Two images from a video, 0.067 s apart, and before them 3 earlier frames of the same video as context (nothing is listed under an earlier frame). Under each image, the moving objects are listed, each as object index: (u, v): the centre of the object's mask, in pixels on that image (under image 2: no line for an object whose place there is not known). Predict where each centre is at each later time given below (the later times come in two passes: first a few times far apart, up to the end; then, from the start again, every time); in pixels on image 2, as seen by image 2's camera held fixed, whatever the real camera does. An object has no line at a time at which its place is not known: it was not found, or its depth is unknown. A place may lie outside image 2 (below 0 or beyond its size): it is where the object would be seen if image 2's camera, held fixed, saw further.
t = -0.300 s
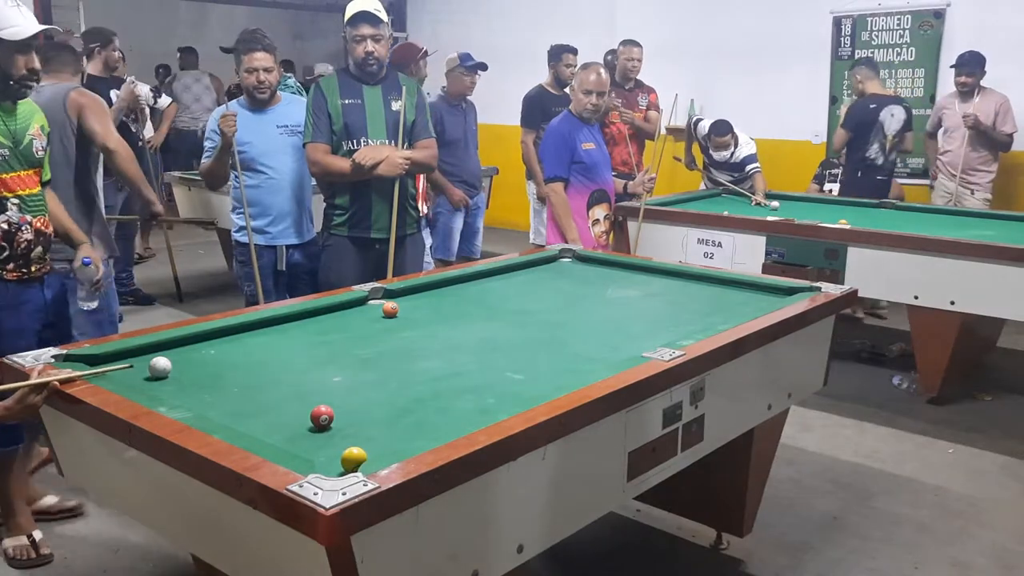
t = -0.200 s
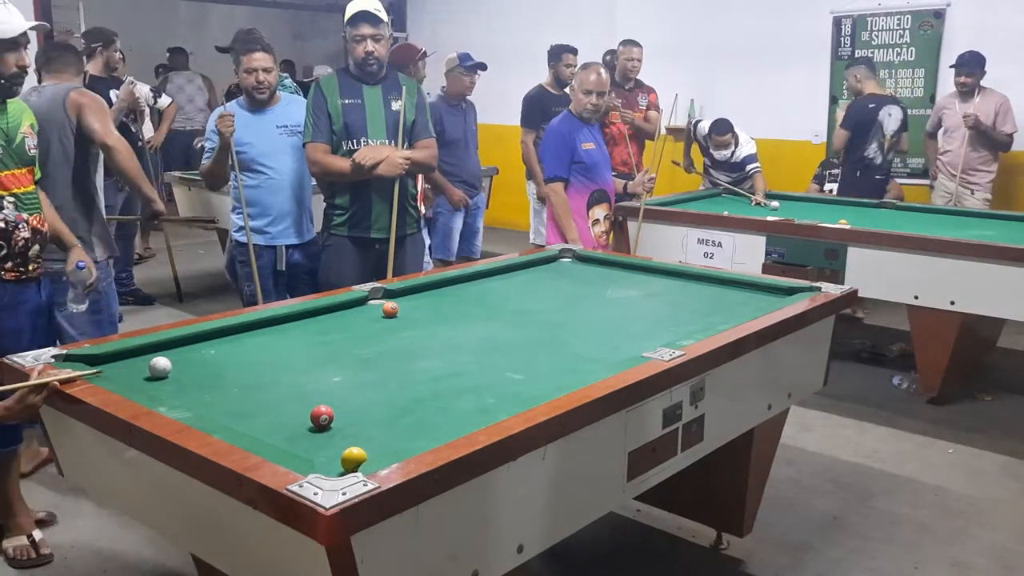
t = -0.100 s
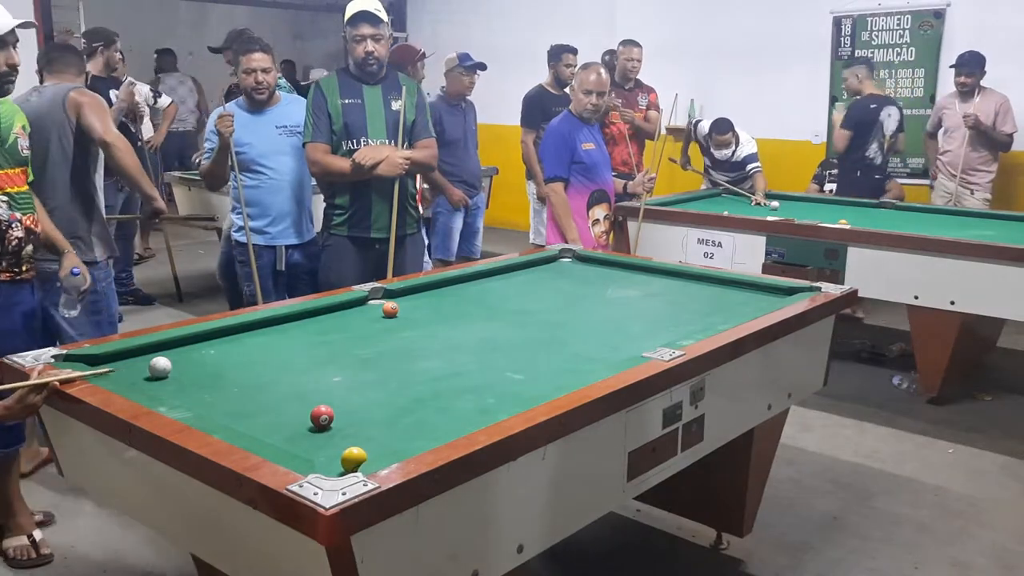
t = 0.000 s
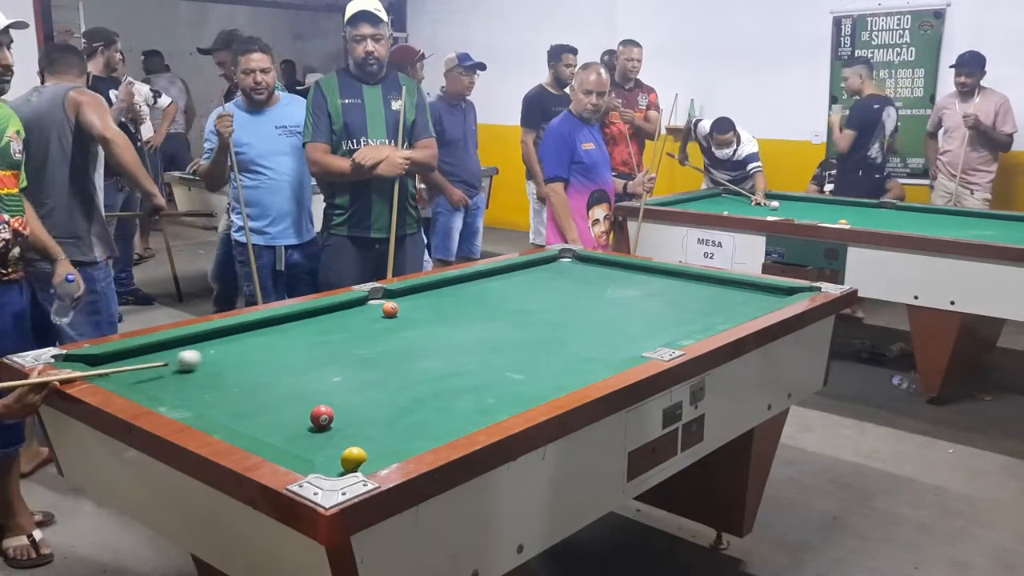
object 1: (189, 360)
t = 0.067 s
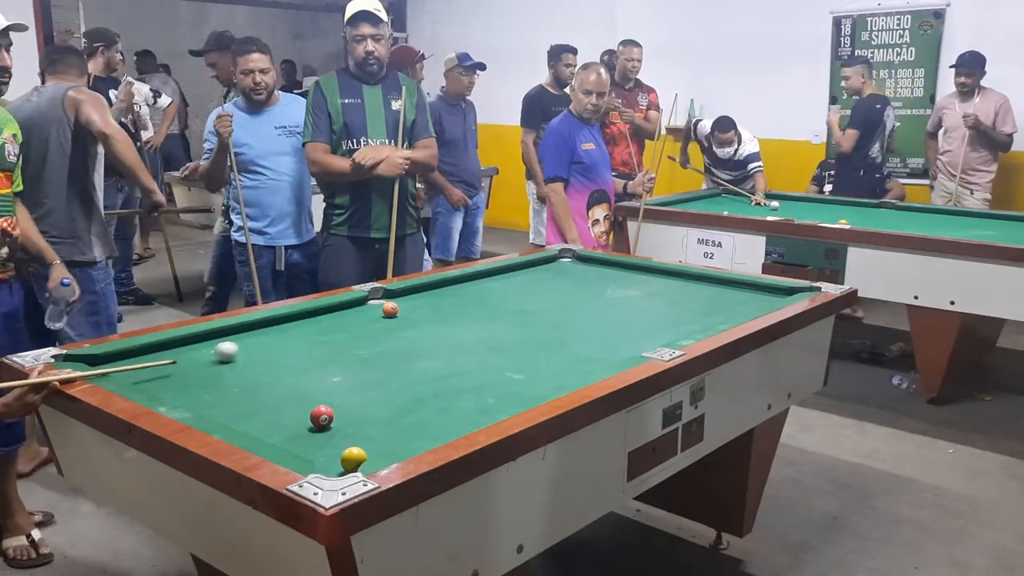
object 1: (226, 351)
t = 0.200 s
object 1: (294, 335)
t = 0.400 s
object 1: (380, 315)
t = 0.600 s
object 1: (460, 304)
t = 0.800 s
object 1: (530, 295)
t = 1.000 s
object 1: (592, 288)
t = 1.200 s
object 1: (650, 280)
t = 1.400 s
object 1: (688, 277)
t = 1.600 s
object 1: (681, 287)
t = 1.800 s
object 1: (673, 297)
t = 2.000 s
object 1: (665, 308)
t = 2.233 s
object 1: (655, 321)
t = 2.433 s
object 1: (646, 333)
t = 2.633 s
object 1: (637, 346)
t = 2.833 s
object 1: (623, 354)
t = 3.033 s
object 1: (596, 358)
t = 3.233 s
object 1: (570, 357)
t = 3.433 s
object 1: (545, 355)
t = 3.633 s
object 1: (523, 354)
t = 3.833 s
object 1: (502, 353)
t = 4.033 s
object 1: (483, 352)
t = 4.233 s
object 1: (465, 351)
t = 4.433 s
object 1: (450, 351)
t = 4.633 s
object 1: (436, 350)
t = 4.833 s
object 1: (423, 349)
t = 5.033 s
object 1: (413, 349)
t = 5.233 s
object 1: (404, 349)
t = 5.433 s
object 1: (397, 348)
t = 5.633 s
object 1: (392, 348)
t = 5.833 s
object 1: (388, 348)
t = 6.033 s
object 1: (386, 348)
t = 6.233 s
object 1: (385, 348)
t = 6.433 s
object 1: (385, 348)
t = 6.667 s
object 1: (384, 349)
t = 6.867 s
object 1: (385, 348)
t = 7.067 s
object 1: (385, 348)
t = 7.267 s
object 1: (385, 348)
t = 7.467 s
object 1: (385, 348)
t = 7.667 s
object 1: (385, 348)
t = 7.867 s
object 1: (385, 348)
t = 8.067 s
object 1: (385, 348)
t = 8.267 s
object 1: (385, 348)
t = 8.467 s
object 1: (385, 348)
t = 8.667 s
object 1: (385, 348)
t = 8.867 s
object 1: (385, 348)
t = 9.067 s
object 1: (385, 348)
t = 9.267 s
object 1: (385, 348)
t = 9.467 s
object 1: (385, 348)
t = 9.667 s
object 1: (385, 348)
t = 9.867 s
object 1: (385, 348)
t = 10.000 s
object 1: (385, 348)
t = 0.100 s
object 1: (243, 347)
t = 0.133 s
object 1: (261, 343)
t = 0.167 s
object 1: (278, 339)
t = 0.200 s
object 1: (294, 335)
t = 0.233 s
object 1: (310, 332)
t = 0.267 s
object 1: (325, 328)
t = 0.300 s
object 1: (340, 325)
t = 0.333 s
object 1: (354, 322)
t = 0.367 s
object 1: (368, 318)
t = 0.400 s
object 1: (380, 315)
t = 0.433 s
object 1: (394, 312)
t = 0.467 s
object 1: (408, 311)
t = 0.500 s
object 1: (421, 309)
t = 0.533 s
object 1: (434, 308)
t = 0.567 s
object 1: (447, 306)
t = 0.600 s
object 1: (460, 304)
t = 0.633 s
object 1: (472, 303)
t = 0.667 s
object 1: (483, 301)
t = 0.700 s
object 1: (495, 300)
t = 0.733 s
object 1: (507, 298)
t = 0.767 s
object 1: (518, 296)
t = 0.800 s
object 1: (530, 295)
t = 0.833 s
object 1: (540, 294)
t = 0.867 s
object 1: (551, 292)
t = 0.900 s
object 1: (562, 291)
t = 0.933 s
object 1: (572, 290)
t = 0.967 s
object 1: (582, 289)
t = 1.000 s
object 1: (592, 288)
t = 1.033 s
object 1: (603, 286)
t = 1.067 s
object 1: (612, 285)
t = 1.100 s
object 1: (622, 283)
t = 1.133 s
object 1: (632, 282)
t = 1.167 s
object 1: (641, 281)
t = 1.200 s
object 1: (650, 280)
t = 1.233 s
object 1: (659, 279)
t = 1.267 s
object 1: (669, 277)
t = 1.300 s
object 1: (678, 276)
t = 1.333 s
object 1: (686, 275)
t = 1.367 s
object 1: (690, 275)
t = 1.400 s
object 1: (688, 277)
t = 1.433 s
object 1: (686, 279)
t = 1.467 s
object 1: (685, 280)
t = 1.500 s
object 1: (684, 282)
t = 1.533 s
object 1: (683, 284)
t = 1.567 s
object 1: (682, 286)
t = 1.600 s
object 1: (681, 287)
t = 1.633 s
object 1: (679, 289)
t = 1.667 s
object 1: (678, 290)
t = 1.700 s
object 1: (677, 292)
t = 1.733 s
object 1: (675, 294)
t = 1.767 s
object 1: (674, 295)
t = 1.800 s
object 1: (673, 297)
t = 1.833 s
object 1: (672, 299)
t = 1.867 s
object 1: (670, 300)
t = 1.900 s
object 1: (669, 303)
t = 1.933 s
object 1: (668, 304)
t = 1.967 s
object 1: (666, 306)
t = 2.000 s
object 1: (665, 308)
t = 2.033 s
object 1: (664, 309)
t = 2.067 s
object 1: (662, 311)
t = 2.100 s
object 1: (661, 313)
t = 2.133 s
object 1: (660, 315)
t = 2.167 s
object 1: (658, 317)
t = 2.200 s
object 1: (657, 319)
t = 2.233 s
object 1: (655, 321)
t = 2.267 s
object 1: (654, 323)
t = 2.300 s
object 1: (652, 325)
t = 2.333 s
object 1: (651, 327)
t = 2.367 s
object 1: (650, 329)
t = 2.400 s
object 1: (648, 331)
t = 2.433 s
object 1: (646, 333)
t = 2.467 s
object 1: (645, 336)
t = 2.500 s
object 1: (643, 338)
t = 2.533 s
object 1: (642, 340)
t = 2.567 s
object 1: (640, 342)
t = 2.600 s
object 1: (638, 344)
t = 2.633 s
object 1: (637, 346)
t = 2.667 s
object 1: (635, 347)
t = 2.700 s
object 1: (633, 349)
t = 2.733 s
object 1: (631, 350)
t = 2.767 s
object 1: (629, 351)
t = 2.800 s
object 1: (628, 353)
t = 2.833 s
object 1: (623, 354)
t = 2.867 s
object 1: (618, 354)
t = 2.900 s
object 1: (613, 356)
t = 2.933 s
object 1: (609, 356)
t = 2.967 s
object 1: (604, 357)
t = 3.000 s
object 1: (600, 357)
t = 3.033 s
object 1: (596, 358)
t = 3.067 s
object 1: (591, 357)
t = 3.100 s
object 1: (587, 357)
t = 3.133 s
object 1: (582, 357)
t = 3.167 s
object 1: (578, 357)
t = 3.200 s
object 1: (574, 357)
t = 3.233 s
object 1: (570, 357)
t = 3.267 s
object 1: (565, 356)
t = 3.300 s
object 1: (561, 356)
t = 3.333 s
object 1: (557, 356)
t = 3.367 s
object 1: (553, 356)
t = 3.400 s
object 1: (549, 356)
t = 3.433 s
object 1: (545, 355)
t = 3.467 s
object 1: (541, 355)
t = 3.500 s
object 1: (538, 355)
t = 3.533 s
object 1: (534, 355)
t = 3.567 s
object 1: (530, 355)
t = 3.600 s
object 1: (526, 355)
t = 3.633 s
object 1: (523, 354)
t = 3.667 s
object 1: (519, 354)
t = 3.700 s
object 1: (515, 354)
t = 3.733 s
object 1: (512, 354)
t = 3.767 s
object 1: (508, 354)
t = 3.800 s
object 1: (505, 353)
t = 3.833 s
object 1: (502, 353)
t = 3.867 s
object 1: (499, 352)
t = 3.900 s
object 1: (496, 352)
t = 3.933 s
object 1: (493, 352)
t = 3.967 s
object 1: (489, 352)
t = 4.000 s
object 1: (486, 352)
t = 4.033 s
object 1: (483, 352)
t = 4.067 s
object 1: (479, 352)
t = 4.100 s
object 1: (476, 352)
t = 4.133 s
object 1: (474, 352)
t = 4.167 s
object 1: (471, 352)
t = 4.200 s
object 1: (468, 351)
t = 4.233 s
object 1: (465, 351)
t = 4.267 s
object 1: (462, 351)
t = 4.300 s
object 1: (460, 351)
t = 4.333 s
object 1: (457, 351)
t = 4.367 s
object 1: (454, 351)
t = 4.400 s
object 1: (452, 351)
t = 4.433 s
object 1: (450, 351)
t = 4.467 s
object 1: (447, 351)
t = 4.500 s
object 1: (445, 350)
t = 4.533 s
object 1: (442, 350)
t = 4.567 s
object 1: (440, 350)
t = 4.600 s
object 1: (438, 350)
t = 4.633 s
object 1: (436, 350)
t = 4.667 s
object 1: (433, 350)
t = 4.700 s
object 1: (432, 350)
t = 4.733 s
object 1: (429, 350)
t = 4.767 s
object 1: (427, 350)
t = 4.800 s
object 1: (425, 350)
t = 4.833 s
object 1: (423, 349)
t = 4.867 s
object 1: (421, 349)
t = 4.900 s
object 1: (420, 349)
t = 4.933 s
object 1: (418, 349)
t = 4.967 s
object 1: (417, 349)
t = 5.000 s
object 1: (415, 349)
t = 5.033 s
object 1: (413, 349)
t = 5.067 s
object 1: (412, 349)
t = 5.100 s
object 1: (410, 349)
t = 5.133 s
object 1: (409, 349)
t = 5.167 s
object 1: (407, 349)
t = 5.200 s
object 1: (406, 349)
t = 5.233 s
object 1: (404, 349)
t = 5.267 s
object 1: (403, 349)
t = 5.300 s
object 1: (402, 349)
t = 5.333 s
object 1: (400, 349)
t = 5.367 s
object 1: (399, 349)
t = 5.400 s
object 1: (398, 349)
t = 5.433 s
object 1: (397, 348)
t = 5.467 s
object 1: (396, 349)
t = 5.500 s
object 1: (395, 349)
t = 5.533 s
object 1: (394, 348)
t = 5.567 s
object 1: (393, 348)
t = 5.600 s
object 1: (392, 348)
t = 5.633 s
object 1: (392, 348)
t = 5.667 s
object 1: (391, 348)
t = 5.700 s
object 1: (390, 348)
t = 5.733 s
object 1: (390, 348)
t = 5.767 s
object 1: (389, 348)
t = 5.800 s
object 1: (388, 348)
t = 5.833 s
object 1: (388, 348)
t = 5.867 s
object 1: (387, 348)
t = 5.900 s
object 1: (387, 348)
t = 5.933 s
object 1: (387, 348)
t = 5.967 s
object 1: (386, 348)
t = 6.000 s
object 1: (386, 348)
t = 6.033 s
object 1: (386, 348)
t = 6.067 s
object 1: (386, 348)
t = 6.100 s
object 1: (386, 348)
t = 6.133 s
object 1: (385, 348)
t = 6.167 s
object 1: (385, 348)
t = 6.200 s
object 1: (385, 348)
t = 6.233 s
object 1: (385, 348)
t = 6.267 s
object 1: (385, 348)
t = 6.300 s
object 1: (385, 348)
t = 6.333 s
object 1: (385, 348)
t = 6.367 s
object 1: (385, 348)
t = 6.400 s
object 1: (385, 348)
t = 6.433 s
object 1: (385, 348)
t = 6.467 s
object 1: (385, 348)
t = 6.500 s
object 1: (385, 348)
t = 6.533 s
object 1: (385, 348)
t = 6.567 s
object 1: (385, 348)
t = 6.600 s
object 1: (385, 348)
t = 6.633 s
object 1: (384, 349)
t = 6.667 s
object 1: (384, 349)
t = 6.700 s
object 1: (385, 348)
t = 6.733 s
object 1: (385, 348)
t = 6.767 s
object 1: (385, 348)
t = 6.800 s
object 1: (385, 347)
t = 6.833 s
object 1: (385, 348)
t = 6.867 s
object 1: (385, 348)
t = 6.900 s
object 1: (385, 348)
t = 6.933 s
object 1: (385, 348)
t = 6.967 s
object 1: (385, 349)
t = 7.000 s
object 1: (385, 348)
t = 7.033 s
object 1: (385, 348)
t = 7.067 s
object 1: (385, 348)
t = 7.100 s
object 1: (385, 348)
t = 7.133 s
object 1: (385, 348)
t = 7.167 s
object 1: (385, 348)
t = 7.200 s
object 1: (385, 348)
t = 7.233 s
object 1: (385, 348)
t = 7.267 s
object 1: (385, 348)
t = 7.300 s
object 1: (385, 348)
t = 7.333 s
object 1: (385, 348)
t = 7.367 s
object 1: (385, 348)
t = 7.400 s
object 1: (385, 348)
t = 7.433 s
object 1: (385, 348)
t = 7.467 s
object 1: (385, 348)
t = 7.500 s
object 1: (385, 348)
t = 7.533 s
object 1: (385, 348)
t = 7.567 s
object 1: (385, 349)
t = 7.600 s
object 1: (385, 348)
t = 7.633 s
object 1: (385, 348)
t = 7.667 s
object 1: (385, 348)
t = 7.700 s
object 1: (385, 348)
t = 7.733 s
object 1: (385, 348)
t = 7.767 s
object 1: (385, 348)
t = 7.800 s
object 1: (385, 348)
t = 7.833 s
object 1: (385, 348)
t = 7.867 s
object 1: (385, 348)
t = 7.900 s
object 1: (385, 348)
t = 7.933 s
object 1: (385, 348)
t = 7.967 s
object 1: (385, 348)
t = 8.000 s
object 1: (385, 348)
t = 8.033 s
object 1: (385, 348)
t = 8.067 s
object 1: (385, 348)
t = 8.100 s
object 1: (385, 348)
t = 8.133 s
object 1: (385, 348)
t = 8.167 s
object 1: (385, 348)
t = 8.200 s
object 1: (385, 348)
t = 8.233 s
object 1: (385, 348)
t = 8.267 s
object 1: (385, 348)
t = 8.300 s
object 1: (385, 349)
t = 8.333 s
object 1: (385, 348)
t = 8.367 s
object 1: (385, 348)
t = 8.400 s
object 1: (385, 348)
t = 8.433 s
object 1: (385, 348)
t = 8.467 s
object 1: (385, 348)
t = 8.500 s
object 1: (385, 348)
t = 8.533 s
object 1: (385, 348)
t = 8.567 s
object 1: (385, 348)
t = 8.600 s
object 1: (385, 348)
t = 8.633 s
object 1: (385, 348)
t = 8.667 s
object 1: (385, 348)
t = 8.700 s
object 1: (385, 348)
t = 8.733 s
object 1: (385, 349)
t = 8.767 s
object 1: (385, 348)
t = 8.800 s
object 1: (385, 348)
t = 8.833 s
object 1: (385, 348)
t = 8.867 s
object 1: (385, 348)
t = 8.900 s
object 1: (385, 348)
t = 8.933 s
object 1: (385, 348)
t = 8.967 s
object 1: (385, 348)
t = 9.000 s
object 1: (385, 348)
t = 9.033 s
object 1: (385, 348)
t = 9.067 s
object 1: (385, 348)
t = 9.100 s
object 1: (385, 348)
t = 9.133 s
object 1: (385, 348)
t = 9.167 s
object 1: (385, 348)
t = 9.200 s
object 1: (385, 348)
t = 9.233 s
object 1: (385, 348)
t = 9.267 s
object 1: (385, 348)
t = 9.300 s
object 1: (385, 348)
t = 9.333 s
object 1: (385, 348)
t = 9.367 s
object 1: (385, 348)
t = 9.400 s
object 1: (385, 348)
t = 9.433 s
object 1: (385, 348)
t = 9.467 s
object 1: (385, 348)
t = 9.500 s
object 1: (385, 348)
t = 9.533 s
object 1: (385, 348)
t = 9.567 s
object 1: (385, 348)
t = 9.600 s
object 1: (385, 348)
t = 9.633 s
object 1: (385, 348)
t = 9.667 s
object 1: (385, 348)
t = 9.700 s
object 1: (385, 348)
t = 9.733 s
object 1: (385, 348)
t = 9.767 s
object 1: (385, 348)
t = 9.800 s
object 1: (385, 348)
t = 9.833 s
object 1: (385, 348)
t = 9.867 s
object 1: (385, 348)
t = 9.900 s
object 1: (385, 348)
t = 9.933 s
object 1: (385, 348)
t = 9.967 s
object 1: (385, 348)
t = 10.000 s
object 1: (385, 348)
